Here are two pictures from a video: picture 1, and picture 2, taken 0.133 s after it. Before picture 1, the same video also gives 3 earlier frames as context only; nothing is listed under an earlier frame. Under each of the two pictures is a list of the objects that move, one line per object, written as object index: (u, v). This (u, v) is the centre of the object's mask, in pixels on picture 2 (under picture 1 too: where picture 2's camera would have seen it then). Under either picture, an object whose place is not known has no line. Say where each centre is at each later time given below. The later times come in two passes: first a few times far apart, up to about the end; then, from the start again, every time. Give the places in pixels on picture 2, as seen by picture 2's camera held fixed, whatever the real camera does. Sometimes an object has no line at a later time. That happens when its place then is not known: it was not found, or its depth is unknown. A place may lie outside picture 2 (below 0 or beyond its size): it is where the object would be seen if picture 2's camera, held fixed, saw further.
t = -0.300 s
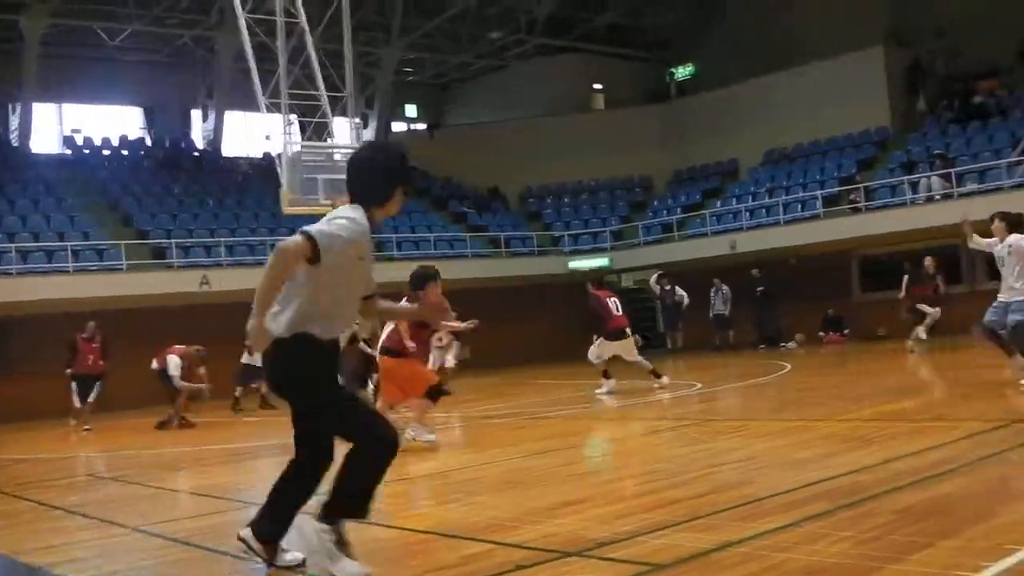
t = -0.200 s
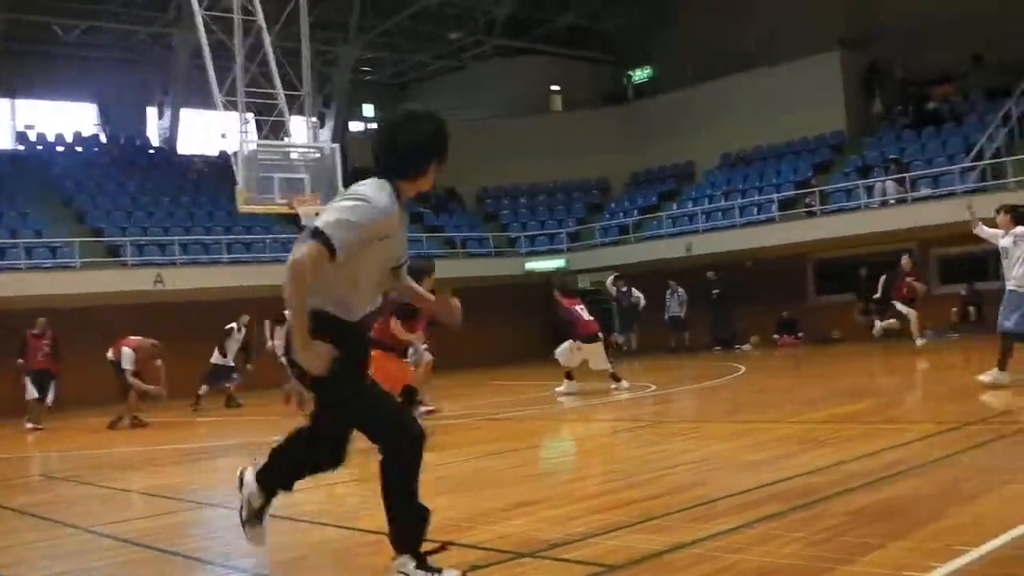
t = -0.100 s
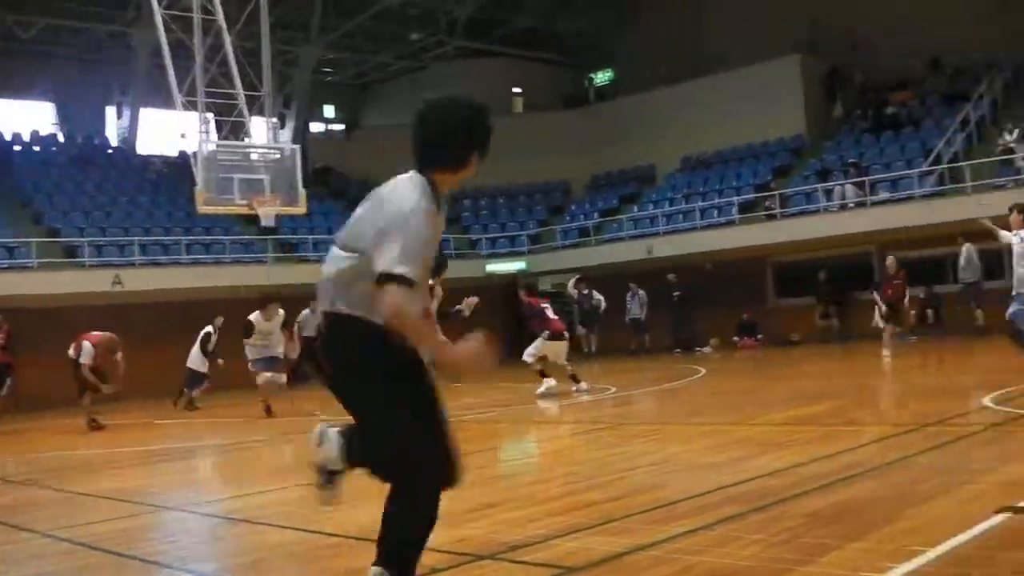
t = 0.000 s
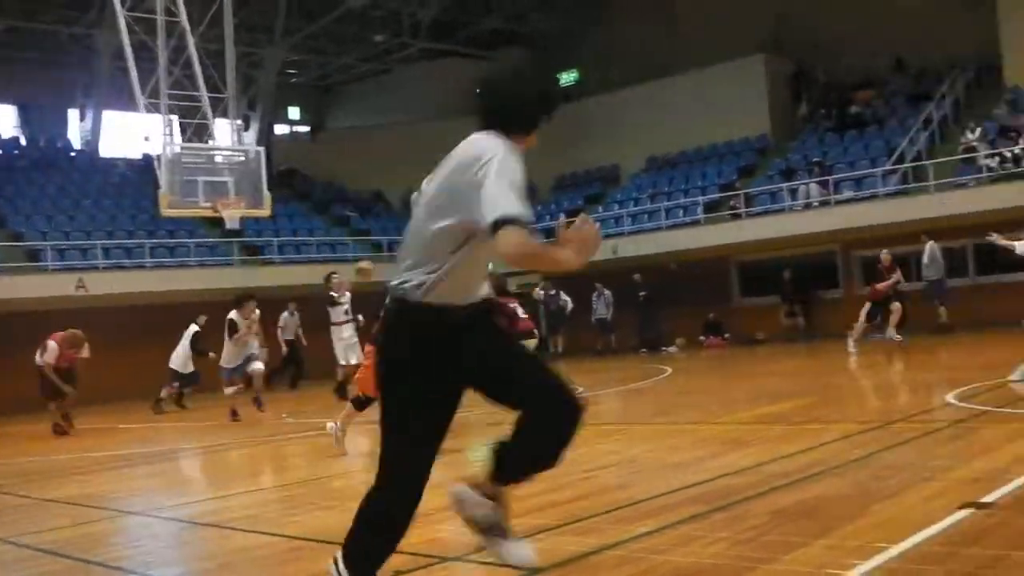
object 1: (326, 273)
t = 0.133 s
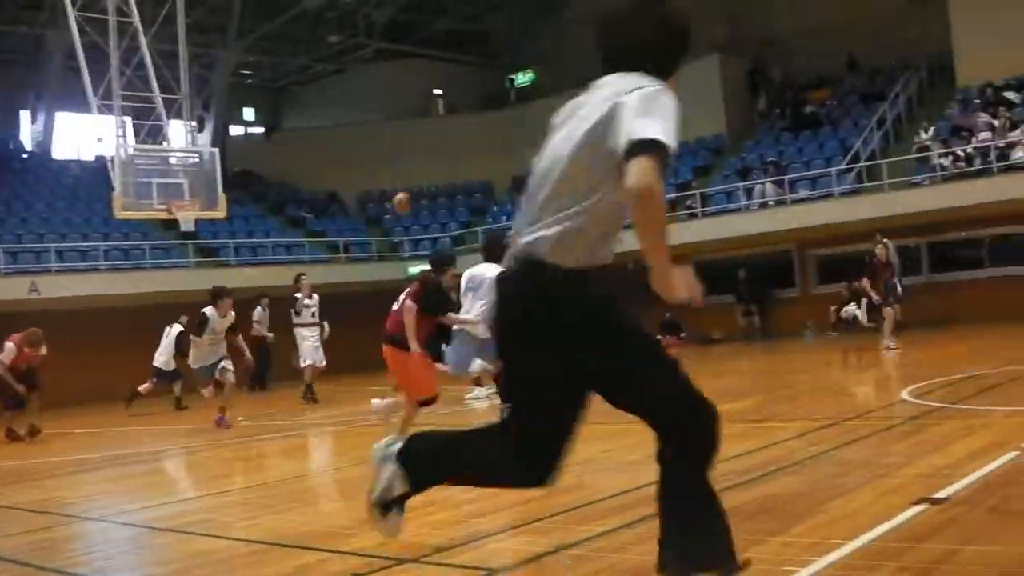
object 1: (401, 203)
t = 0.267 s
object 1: (489, 141)
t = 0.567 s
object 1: (741, 39)
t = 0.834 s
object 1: (1062, -2)
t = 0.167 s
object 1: (422, 186)
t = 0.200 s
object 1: (443, 169)
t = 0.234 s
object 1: (465, 153)
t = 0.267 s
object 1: (489, 141)
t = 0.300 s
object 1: (515, 127)
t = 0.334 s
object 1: (539, 114)
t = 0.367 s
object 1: (561, 100)
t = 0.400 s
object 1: (589, 88)
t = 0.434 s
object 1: (618, 74)
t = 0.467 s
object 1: (646, 65)
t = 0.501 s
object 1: (675, 56)
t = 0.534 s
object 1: (708, 47)
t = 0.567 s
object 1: (741, 39)
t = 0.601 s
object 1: (776, 30)
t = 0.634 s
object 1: (812, 23)
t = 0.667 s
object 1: (850, 17)
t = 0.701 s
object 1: (888, 12)
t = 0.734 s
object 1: (927, 9)
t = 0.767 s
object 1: (970, 3)
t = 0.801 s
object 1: (1014, 1)
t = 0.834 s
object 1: (1062, -2)
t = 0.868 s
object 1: (1114, -4)
